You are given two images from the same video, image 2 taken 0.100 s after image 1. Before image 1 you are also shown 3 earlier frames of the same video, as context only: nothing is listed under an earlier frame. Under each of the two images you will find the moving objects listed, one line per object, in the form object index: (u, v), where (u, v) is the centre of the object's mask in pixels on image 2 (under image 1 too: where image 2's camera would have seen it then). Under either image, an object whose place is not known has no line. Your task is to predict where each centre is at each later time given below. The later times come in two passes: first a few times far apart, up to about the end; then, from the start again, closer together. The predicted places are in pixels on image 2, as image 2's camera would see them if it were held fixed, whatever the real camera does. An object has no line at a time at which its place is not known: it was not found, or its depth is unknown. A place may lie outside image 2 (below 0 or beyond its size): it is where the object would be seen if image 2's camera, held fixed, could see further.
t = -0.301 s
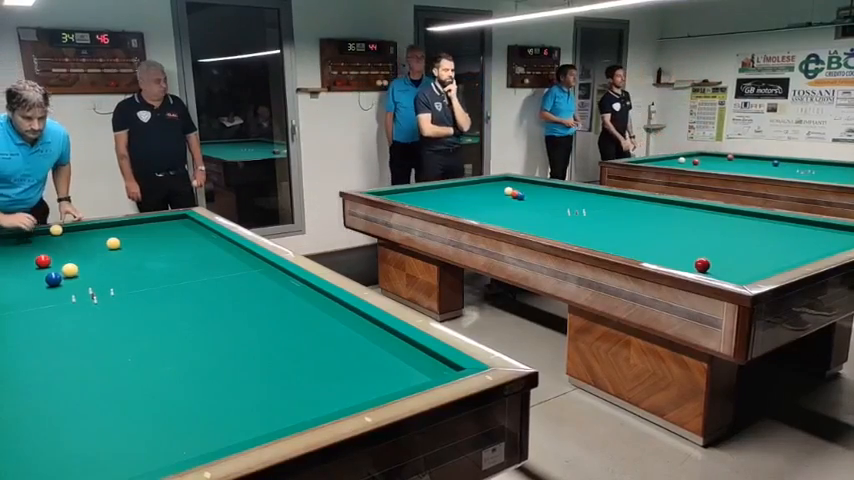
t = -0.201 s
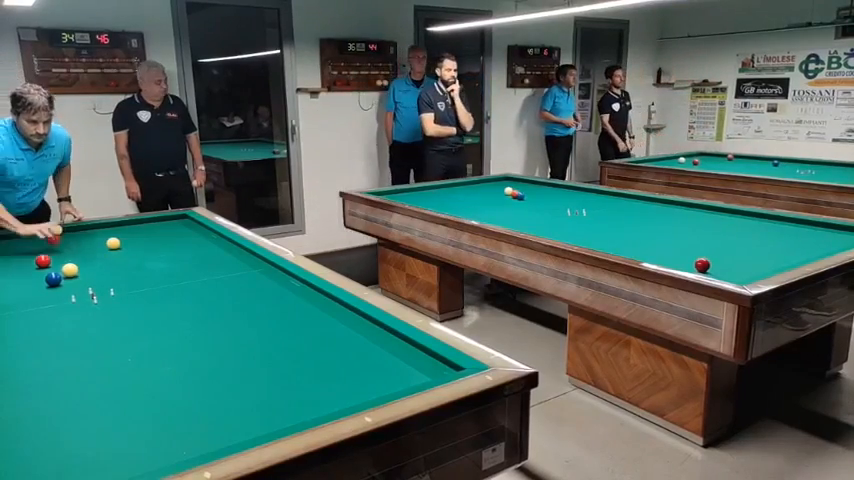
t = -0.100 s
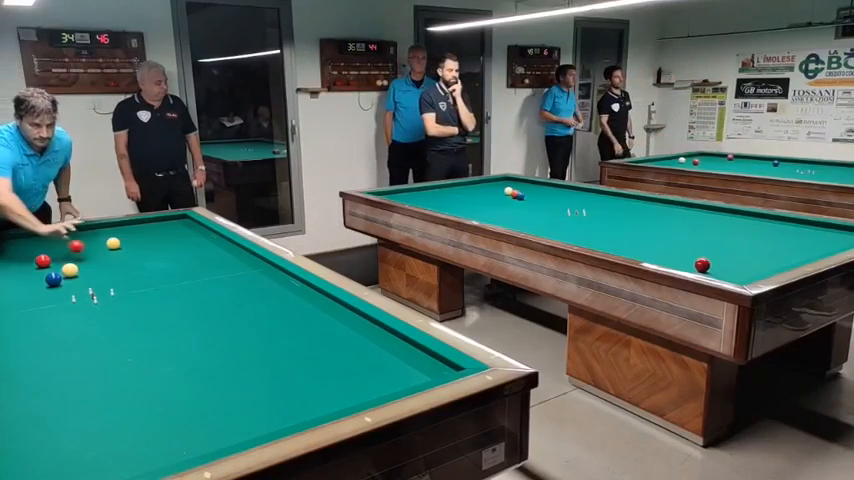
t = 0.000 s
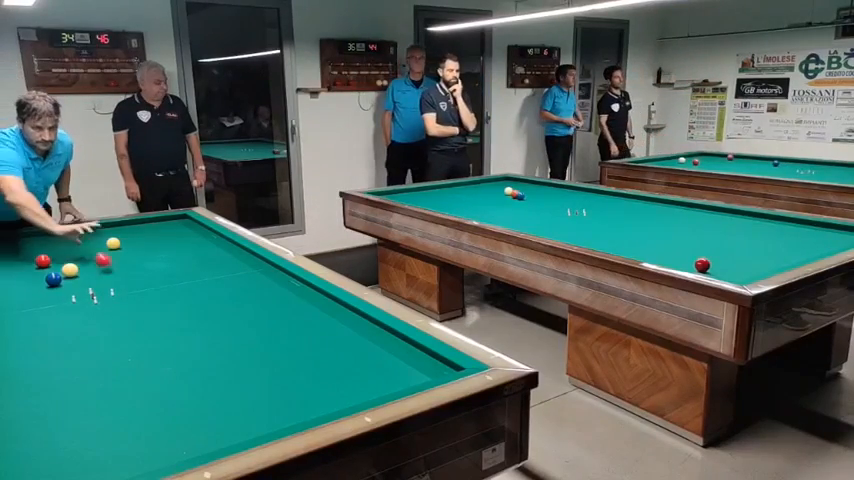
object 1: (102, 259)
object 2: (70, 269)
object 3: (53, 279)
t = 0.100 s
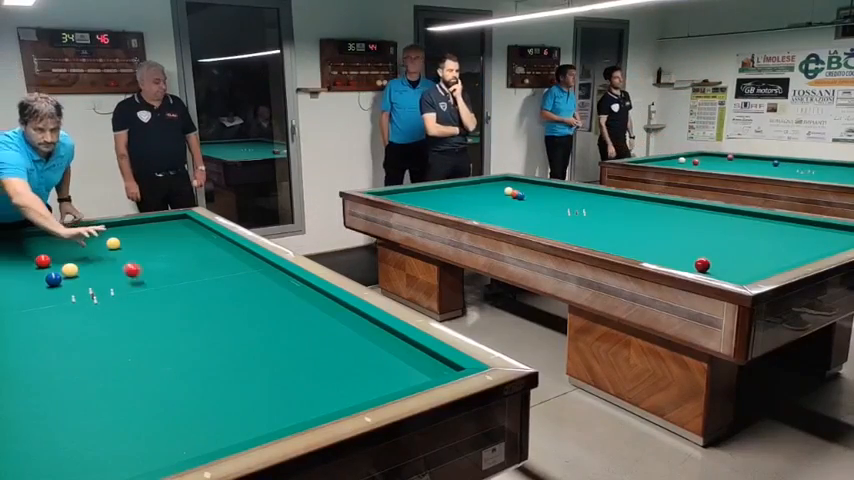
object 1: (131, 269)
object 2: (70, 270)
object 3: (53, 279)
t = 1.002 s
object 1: (366, 332)
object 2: (69, 269)
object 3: (53, 279)
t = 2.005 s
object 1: (233, 265)
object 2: (70, 269)
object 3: (53, 279)
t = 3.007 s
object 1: (152, 232)
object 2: (70, 270)
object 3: (53, 279)
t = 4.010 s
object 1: (113, 232)
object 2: (70, 270)
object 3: (53, 279)
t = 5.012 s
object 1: (86, 255)
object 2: (70, 269)
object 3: (53, 279)
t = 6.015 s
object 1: (65, 268)
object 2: (70, 277)
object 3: (41, 283)
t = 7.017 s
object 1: (58, 275)
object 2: (83, 282)
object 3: (12, 293)
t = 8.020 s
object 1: (54, 276)
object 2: (92, 286)
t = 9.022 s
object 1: (54, 277)
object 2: (98, 288)
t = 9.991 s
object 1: (54, 277)
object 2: (98, 289)
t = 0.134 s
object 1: (142, 275)
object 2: (70, 270)
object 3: (53, 279)
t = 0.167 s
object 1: (154, 282)
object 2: (70, 270)
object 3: (53, 279)
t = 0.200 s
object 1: (165, 284)
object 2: (70, 270)
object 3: (53, 279)
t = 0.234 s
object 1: (176, 289)
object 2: (70, 270)
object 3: (53, 279)
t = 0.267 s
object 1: (188, 295)
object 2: (70, 270)
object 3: (53, 279)
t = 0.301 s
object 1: (201, 299)
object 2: (70, 270)
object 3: (53, 279)
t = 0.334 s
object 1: (213, 305)
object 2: (70, 270)
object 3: (53, 279)
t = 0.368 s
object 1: (226, 310)
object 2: (70, 270)
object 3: (53, 279)
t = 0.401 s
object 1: (240, 315)
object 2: (70, 270)
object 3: (53, 279)
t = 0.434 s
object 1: (254, 321)
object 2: (70, 270)
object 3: (53, 279)
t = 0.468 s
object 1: (269, 326)
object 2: (70, 270)
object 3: (53, 279)
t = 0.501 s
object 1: (284, 332)
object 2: (70, 270)
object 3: (53, 279)
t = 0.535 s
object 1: (299, 338)
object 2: (69, 269)
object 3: (53, 279)
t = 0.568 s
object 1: (315, 344)
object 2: (69, 269)
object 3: (53, 279)
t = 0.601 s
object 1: (332, 350)
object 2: (69, 269)
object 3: (53, 279)
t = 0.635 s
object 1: (349, 357)
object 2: (69, 269)
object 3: (53, 279)
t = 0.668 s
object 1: (366, 363)
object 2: (69, 269)
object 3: (53, 279)
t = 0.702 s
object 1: (384, 370)
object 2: (69, 269)
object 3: (53, 279)
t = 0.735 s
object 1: (402, 377)
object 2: (69, 269)
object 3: (53, 279)
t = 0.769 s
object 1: (410, 377)
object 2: (69, 269)
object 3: (53, 279)
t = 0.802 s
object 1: (403, 370)
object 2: (69, 269)
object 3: (53, 279)
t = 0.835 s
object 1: (395, 363)
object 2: (69, 269)
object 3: (53, 279)
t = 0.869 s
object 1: (388, 356)
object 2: (69, 269)
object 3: (53, 279)
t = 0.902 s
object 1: (382, 349)
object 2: (69, 269)
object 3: (53, 279)
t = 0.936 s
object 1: (376, 343)
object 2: (69, 269)
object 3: (53, 279)
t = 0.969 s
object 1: (371, 337)
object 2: (69, 269)
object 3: (53, 279)
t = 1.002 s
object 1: (366, 332)
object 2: (69, 269)
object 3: (53, 279)
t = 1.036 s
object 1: (362, 327)
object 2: (69, 269)
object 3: (53, 279)
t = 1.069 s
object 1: (359, 322)
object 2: (70, 269)
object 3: (53, 279)
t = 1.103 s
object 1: (355, 318)
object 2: (70, 269)
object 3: (53, 279)
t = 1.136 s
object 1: (351, 314)
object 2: (70, 269)
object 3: (53, 279)
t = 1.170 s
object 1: (347, 311)
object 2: (70, 269)
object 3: (53, 279)
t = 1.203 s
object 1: (340, 309)
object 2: (70, 269)
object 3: (53, 279)
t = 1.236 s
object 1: (334, 306)
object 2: (70, 269)
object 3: (53, 279)
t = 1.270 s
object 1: (328, 304)
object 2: (70, 269)
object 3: (53, 279)
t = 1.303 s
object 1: (323, 302)
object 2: (70, 269)
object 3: (53, 279)
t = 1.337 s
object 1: (318, 300)
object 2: (70, 269)
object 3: (53, 279)
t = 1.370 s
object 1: (312, 298)
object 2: (70, 269)
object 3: (53, 279)
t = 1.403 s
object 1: (308, 295)
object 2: (70, 269)
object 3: (53, 279)
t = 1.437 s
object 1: (303, 294)
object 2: (70, 269)
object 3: (53, 279)
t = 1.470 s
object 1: (298, 292)
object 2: (70, 269)
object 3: (53, 279)
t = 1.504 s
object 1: (293, 290)
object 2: (70, 269)
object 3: (53, 279)
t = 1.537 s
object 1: (289, 288)
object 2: (70, 269)
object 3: (53, 279)
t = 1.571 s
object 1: (284, 286)
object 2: (70, 269)
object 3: (53, 279)
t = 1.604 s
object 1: (280, 284)
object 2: (70, 269)
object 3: (53, 279)
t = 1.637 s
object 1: (275, 282)
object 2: (70, 269)
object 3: (53, 279)
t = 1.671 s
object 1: (271, 281)
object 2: (70, 269)
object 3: (53, 279)
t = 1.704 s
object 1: (267, 279)
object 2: (70, 269)
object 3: (53, 279)
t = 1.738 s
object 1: (263, 277)
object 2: (70, 269)
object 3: (53, 279)
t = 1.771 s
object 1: (259, 276)
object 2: (70, 269)
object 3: (53, 279)
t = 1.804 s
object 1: (255, 274)
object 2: (70, 269)
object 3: (53, 279)
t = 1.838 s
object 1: (251, 273)
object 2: (70, 269)
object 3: (53, 279)
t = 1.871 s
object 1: (247, 271)
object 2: (70, 270)
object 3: (53, 279)
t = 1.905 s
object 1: (244, 269)
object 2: (70, 269)
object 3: (53, 279)
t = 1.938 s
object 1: (240, 268)
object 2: (70, 269)
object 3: (53, 279)
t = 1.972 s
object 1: (237, 266)
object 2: (70, 269)
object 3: (53, 279)
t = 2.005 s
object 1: (233, 265)
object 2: (70, 269)
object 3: (53, 279)
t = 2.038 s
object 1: (230, 264)
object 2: (70, 269)
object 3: (53, 279)
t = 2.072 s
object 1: (226, 263)
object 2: (70, 270)
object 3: (53, 279)
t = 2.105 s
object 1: (223, 261)
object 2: (70, 269)
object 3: (53, 279)
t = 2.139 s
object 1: (220, 260)
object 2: (70, 270)
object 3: (53, 279)
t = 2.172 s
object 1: (217, 258)
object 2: (70, 270)
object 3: (53, 279)
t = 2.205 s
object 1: (214, 257)
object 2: (70, 270)
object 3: (53, 279)
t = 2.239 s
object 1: (211, 256)
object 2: (70, 270)
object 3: (53, 279)
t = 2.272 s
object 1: (207, 255)
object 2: (70, 270)
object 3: (53, 279)
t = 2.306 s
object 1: (204, 253)
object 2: (70, 270)
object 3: (53, 279)
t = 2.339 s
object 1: (201, 252)
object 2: (70, 270)
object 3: (53, 279)
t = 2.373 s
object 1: (199, 251)
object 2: (70, 270)
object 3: (53, 279)
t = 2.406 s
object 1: (196, 250)
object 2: (70, 270)
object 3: (53, 279)
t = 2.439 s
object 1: (193, 248)
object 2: (70, 270)
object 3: (53, 279)
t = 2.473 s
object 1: (190, 248)
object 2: (70, 270)
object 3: (53, 279)
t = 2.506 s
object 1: (187, 246)
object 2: (70, 270)
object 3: (53, 279)
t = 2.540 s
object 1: (185, 245)
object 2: (70, 270)
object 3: (53, 279)
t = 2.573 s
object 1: (182, 245)
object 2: (70, 270)
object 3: (53, 279)
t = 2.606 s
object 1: (180, 243)
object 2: (70, 269)
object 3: (53, 279)
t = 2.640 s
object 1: (177, 243)
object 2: (70, 270)
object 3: (53, 279)
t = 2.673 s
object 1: (175, 241)
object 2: (70, 270)
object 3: (53, 279)
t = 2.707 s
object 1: (172, 240)
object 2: (70, 270)
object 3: (53, 279)
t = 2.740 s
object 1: (170, 239)
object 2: (70, 270)
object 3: (53, 279)
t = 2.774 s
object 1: (168, 238)
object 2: (70, 270)
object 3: (53, 279)
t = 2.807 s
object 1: (165, 238)
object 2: (70, 270)
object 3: (53, 279)
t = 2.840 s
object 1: (163, 236)
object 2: (70, 270)
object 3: (53, 279)
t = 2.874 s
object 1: (161, 236)
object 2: (70, 270)
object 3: (53, 279)
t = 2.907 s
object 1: (158, 235)
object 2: (70, 270)
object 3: (53, 279)
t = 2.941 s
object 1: (156, 234)
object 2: (70, 270)
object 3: (53, 279)
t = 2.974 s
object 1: (154, 233)
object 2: (70, 270)
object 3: (53, 279)
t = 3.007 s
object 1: (152, 232)
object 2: (70, 270)
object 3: (53, 279)
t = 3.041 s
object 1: (150, 231)
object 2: (70, 270)
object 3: (53, 279)
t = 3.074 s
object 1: (148, 230)
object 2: (70, 269)
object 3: (53, 279)
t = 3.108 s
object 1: (145, 229)
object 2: (70, 269)
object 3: (53, 279)
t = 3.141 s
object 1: (144, 229)
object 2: (70, 269)
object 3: (53, 279)
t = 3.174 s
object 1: (142, 228)
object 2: (70, 269)
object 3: (53, 279)
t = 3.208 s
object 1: (140, 227)
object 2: (70, 269)
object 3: (53, 279)
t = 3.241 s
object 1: (138, 226)
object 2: (70, 270)
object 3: (53, 279)
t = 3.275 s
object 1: (136, 226)
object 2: (70, 269)
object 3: (53, 279)
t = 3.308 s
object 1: (134, 225)
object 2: (70, 269)
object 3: (53, 279)
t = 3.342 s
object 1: (132, 224)
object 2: (70, 269)
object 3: (53, 279)
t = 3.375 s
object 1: (130, 223)
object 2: (70, 269)
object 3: (53, 279)
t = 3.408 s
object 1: (128, 223)
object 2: (70, 269)
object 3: (53, 279)
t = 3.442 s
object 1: (127, 222)
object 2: (70, 269)
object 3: (53, 279)
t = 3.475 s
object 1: (125, 222)
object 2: (70, 269)
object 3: (53, 279)
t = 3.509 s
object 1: (125, 222)
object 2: (70, 270)
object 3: (53, 279)
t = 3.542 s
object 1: (124, 223)
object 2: (70, 269)
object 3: (54, 279)
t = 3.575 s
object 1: (124, 223)
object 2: (70, 270)
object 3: (54, 279)
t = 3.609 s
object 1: (123, 224)
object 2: (70, 269)
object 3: (53, 279)
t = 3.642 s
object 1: (122, 225)
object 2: (70, 269)
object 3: (53, 279)
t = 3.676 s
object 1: (121, 226)
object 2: (70, 269)
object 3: (53, 279)
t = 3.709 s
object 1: (120, 226)
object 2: (70, 269)
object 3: (53, 279)
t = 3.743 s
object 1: (120, 227)
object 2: (70, 269)
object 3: (53, 279)
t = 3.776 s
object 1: (119, 228)
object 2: (70, 269)
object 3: (53, 279)
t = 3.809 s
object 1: (118, 228)
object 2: (70, 269)
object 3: (53, 279)
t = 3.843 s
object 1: (117, 229)
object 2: (70, 269)
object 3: (53, 279)
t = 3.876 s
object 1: (117, 230)
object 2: (70, 269)
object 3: (53, 279)
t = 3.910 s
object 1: (116, 230)
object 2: (70, 269)
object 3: (53, 279)
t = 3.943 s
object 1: (115, 231)
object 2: (70, 270)
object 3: (53, 279)
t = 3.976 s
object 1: (114, 232)
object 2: (70, 269)
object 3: (53, 279)
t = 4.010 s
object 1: (113, 232)
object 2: (70, 270)
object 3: (53, 279)
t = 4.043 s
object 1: (112, 233)
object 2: (70, 269)
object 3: (53, 279)
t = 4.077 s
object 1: (112, 233)
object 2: (70, 269)
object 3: (53, 279)
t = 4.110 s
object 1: (111, 233)
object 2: (70, 269)
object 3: (53, 279)
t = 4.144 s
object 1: (110, 234)
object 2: (70, 269)
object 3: (53, 279)
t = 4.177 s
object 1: (109, 235)
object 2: (70, 269)
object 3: (53, 279)
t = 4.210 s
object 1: (108, 235)
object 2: (70, 269)
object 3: (53, 279)
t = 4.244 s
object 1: (107, 236)
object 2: (70, 269)
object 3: (53, 279)
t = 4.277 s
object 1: (106, 236)
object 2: (70, 269)
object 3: (53, 279)
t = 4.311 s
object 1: (105, 237)
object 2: (70, 269)
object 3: (53, 279)
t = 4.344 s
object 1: (104, 238)
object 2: (70, 269)
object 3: (53, 279)
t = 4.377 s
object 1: (102, 240)
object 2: (70, 269)
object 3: (53, 279)
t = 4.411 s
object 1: (102, 241)
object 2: (70, 269)
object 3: (53, 279)
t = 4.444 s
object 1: (101, 241)
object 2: (70, 269)
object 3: (53, 279)
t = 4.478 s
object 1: (100, 243)
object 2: (70, 269)
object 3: (53, 279)
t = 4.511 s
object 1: (100, 243)
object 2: (70, 269)
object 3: (53, 279)
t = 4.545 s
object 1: (99, 244)
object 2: (70, 269)
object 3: (53, 279)
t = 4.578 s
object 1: (98, 245)
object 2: (70, 269)
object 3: (53, 279)
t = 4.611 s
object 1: (97, 245)
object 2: (70, 269)
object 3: (53, 279)
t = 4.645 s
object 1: (96, 246)
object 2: (70, 269)
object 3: (53, 279)
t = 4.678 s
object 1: (95, 247)
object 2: (70, 269)
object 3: (53, 279)
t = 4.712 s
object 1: (95, 248)
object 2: (70, 269)
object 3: (53, 279)
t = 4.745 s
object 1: (94, 249)
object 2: (70, 269)
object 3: (53, 279)
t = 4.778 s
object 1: (93, 250)
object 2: (70, 269)
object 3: (53, 279)
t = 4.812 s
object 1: (92, 250)
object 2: (70, 269)
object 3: (53, 279)
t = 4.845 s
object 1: (91, 251)
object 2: (70, 269)
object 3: (53, 279)
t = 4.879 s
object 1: (90, 252)
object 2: (70, 269)
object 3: (53, 279)
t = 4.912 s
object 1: (89, 253)
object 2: (70, 269)
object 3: (53, 279)
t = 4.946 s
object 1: (88, 254)
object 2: (70, 269)
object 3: (53, 279)
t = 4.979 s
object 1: (87, 255)
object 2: (70, 269)
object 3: (53, 279)
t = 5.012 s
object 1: (86, 255)
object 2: (70, 269)
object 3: (53, 279)
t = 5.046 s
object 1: (85, 256)
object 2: (70, 269)
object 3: (53, 279)
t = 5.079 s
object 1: (84, 257)
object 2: (70, 270)
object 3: (53, 279)
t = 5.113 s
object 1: (83, 258)
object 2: (70, 269)
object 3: (53, 279)
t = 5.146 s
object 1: (82, 259)
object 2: (70, 270)
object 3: (53, 279)
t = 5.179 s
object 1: (81, 260)
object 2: (70, 270)
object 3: (53, 279)
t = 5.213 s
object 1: (80, 260)
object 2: (70, 270)
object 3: (53, 279)
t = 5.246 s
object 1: (79, 261)
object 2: (70, 270)
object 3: (53, 279)
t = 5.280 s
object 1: (78, 261)
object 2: (70, 270)
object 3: (53, 279)
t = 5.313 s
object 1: (78, 262)
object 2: (70, 270)
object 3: (53, 279)
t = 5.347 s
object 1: (77, 263)
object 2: (70, 270)
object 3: (53, 279)
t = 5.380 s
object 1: (77, 263)
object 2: (70, 270)
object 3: (53, 279)
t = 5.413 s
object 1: (76, 263)
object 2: (69, 270)
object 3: (53, 279)
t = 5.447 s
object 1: (76, 264)
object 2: (69, 270)
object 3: (53, 279)
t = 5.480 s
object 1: (75, 264)
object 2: (69, 271)
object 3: (53, 279)
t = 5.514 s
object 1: (74, 265)
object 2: (68, 272)
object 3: (53, 279)
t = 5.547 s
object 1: (74, 265)
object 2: (67, 272)
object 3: (53, 279)
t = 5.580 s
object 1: (73, 265)
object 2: (67, 273)
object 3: (53, 279)
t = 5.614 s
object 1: (72, 265)
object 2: (66, 273)
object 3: (53, 279)
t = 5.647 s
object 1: (72, 266)
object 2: (66, 274)
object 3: (53, 279)
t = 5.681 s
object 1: (71, 266)
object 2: (66, 274)
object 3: (52, 279)
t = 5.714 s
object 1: (71, 266)
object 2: (66, 274)
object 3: (51, 280)
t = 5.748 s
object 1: (71, 266)
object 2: (66, 275)
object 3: (50, 280)
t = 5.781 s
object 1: (70, 266)
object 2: (67, 275)
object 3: (48, 280)
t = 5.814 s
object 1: (69, 266)
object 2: (67, 275)
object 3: (47, 281)
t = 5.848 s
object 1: (68, 266)
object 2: (68, 275)
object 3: (46, 281)
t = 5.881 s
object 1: (68, 266)
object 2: (68, 276)
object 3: (45, 282)
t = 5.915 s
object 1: (67, 267)
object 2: (69, 276)
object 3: (44, 282)
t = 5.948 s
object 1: (66, 267)
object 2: (69, 276)
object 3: (43, 282)
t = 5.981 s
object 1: (66, 267)
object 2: (70, 277)
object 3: (42, 283)
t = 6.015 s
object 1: (65, 268)
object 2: (70, 277)
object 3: (41, 283)
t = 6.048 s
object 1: (64, 268)
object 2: (70, 277)
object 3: (40, 283)
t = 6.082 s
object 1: (64, 269)
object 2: (71, 277)
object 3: (38, 284)
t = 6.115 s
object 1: (63, 269)
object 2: (72, 278)
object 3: (37, 284)
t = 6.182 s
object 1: (63, 270)
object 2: (73, 278)
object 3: (35, 285)
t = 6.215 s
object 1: (63, 270)
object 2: (73, 278)
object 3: (34, 286)
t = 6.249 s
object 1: (63, 270)
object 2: (74, 278)
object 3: (33, 286)
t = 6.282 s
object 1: (62, 271)
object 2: (74, 279)
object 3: (32, 286)
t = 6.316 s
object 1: (62, 271)
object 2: (74, 279)
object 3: (31, 287)
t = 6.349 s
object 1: (62, 272)
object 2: (75, 279)
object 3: (30, 287)
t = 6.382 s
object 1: (62, 272)
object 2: (75, 279)
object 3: (29, 288)
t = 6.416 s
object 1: (62, 272)
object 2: (76, 279)
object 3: (28, 288)
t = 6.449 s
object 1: (62, 272)
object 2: (76, 279)
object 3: (27, 288)
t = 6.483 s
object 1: (61, 272)
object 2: (76, 280)
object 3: (26, 289)
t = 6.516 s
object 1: (61, 273)
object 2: (77, 280)
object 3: (25, 289)
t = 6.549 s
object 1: (61, 273)
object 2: (77, 280)
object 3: (24, 289)
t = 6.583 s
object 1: (60, 273)
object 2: (78, 280)
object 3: (23, 289)
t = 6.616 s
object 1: (60, 273)
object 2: (78, 281)
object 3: (22, 290)
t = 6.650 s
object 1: (60, 274)
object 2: (79, 281)
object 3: (21, 290)
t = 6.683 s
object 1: (60, 274)
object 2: (79, 281)
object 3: (21, 290)
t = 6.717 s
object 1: (59, 274)
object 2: (79, 281)
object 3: (19, 291)
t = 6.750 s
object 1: (59, 274)
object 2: (80, 281)
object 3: (19, 291)
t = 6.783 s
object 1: (59, 274)
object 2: (80, 281)
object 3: (18, 291)
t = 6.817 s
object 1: (59, 274)
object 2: (80, 282)
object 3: (17, 292)
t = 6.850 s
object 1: (58, 274)
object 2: (81, 282)
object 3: (16, 292)
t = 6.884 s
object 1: (58, 274)
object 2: (81, 282)
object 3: (15, 293)
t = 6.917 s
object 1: (58, 274)
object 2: (82, 282)
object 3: (15, 293)
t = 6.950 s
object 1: (58, 274)
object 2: (82, 282)
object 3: (14, 293)
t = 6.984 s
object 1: (58, 274)
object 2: (82, 282)
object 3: (13, 293)
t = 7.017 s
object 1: (58, 275)
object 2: (83, 282)
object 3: (12, 293)
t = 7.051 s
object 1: (58, 275)
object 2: (83, 282)
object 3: (11, 294)
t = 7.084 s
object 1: (58, 275)
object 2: (84, 283)
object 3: (10, 294)
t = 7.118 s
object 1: (57, 275)
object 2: (84, 283)
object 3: (10, 295)
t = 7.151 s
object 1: (57, 275)
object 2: (84, 283)
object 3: (9, 295)
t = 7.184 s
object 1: (57, 275)
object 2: (85, 283)
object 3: (8, 295)
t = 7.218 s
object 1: (57, 275)
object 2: (85, 283)
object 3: (8, 295)
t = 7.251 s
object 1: (57, 275)
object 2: (85, 283)
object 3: (7, 295)
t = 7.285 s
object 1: (57, 275)
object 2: (86, 283)
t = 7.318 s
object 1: (57, 275)
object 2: (86, 283)
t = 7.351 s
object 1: (56, 275)
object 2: (86, 283)
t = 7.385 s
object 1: (56, 275)
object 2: (87, 284)
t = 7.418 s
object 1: (56, 276)
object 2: (87, 284)
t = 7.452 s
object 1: (56, 276)
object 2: (87, 284)
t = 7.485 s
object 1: (56, 276)
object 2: (88, 284)
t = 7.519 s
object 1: (56, 276)
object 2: (88, 284)
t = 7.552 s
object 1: (55, 276)
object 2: (89, 284)
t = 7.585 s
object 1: (55, 276)
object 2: (89, 285)
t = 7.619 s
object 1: (55, 276)
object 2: (89, 284)
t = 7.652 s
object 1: (55, 276)
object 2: (90, 285)
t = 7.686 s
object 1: (55, 276)
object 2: (90, 285)
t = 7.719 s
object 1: (55, 276)
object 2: (90, 285)
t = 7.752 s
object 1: (55, 276)
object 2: (90, 285)
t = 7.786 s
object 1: (55, 276)
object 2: (91, 285)
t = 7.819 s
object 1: (55, 276)
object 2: (91, 285)
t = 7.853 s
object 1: (55, 276)
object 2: (91, 285)
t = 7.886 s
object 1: (55, 276)
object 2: (91, 285)
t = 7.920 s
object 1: (54, 276)
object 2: (92, 286)
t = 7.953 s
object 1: (54, 276)
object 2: (92, 286)
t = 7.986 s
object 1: (54, 276)
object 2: (92, 286)
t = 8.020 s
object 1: (54, 276)
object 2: (92, 286)
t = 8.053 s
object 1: (54, 276)
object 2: (93, 286)
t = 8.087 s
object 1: (54, 277)
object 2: (93, 286)
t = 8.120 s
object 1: (54, 277)
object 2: (93, 286)
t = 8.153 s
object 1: (54, 277)
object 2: (94, 286)
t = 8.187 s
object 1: (54, 277)
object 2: (94, 287)
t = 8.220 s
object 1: (54, 277)
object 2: (94, 287)
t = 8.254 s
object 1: (54, 276)
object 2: (94, 287)
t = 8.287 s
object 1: (54, 277)
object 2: (94, 287)
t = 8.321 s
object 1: (54, 276)
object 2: (94, 287)
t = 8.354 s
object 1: (54, 276)
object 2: (95, 287)
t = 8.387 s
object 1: (54, 276)
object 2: (95, 287)
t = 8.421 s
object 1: (54, 276)
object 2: (95, 287)
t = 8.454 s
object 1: (54, 277)
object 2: (95, 287)
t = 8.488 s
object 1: (54, 276)
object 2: (96, 287)
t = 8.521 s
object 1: (54, 277)
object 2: (96, 287)
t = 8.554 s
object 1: (54, 276)
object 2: (96, 287)
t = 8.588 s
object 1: (54, 276)
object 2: (96, 288)
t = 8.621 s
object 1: (54, 276)
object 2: (96, 288)
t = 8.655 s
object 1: (54, 276)
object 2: (96, 288)
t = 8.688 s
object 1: (54, 276)
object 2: (96, 288)
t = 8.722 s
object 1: (54, 276)
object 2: (97, 288)
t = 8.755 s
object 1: (54, 276)
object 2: (97, 288)
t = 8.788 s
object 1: (54, 276)
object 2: (97, 288)
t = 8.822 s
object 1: (54, 276)
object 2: (97, 288)
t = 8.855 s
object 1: (54, 276)
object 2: (97, 288)
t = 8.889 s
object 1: (54, 276)
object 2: (97, 288)
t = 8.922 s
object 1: (54, 276)
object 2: (97, 288)
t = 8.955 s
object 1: (54, 276)
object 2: (97, 288)
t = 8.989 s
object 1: (54, 276)
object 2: (97, 288)
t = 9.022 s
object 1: (54, 277)
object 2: (98, 288)
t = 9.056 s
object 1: (54, 276)
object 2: (98, 288)
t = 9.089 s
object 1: (54, 277)
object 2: (98, 288)
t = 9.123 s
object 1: (54, 277)
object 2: (98, 288)
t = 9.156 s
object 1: (54, 277)
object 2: (98, 288)
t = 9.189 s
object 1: (54, 277)
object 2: (98, 288)
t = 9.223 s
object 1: (54, 277)
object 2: (98, 288)
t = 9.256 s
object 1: (54, 277)
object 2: (98, 288)
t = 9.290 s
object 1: (54, 277)
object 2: (98, 288)
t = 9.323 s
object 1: (54, 277)
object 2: (98, 288)
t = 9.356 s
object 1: (54, 276)
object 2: (98, 288)
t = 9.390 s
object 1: (54, 277)
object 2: (98, 288)
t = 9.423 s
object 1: (54, 277)
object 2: (98, 288)
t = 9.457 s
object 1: (54, 277)
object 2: (98, 288)
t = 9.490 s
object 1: (54, 277)
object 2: (98, 289)
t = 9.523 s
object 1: (54, 276)
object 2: (98, 289)
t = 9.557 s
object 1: (54, 277)
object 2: (98, 289)
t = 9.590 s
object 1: (54, 277)
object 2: (98, 289)
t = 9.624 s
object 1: (54, 277)
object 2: (99, 289)
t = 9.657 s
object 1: (54, 276)
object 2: (98, 289)
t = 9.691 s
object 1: (54, 277)
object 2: (99, 289)
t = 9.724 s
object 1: (54, 277)
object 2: (98, 289)
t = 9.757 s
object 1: (54, 276)
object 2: (98, 289)
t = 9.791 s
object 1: (54, 277)
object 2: (98, 289)
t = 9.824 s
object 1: (54, 277)
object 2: (99, 289)
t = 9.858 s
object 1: (54, 277)
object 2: (99, 289)
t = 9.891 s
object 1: (54, 276)
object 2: (99, 289)
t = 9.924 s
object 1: (54, 277)
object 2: (99, 289)
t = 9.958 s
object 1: (54, 277)
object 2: (99, 289)
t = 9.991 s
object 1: (54, 277)
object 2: (98, 289)
